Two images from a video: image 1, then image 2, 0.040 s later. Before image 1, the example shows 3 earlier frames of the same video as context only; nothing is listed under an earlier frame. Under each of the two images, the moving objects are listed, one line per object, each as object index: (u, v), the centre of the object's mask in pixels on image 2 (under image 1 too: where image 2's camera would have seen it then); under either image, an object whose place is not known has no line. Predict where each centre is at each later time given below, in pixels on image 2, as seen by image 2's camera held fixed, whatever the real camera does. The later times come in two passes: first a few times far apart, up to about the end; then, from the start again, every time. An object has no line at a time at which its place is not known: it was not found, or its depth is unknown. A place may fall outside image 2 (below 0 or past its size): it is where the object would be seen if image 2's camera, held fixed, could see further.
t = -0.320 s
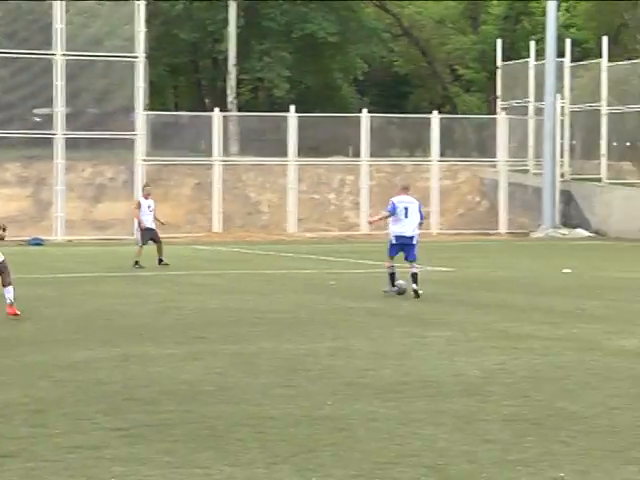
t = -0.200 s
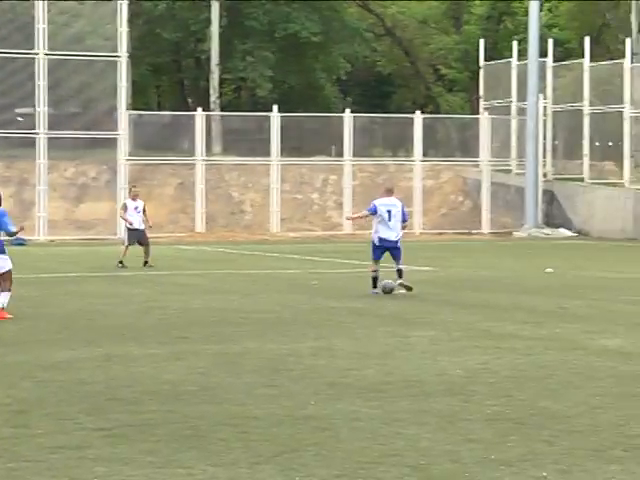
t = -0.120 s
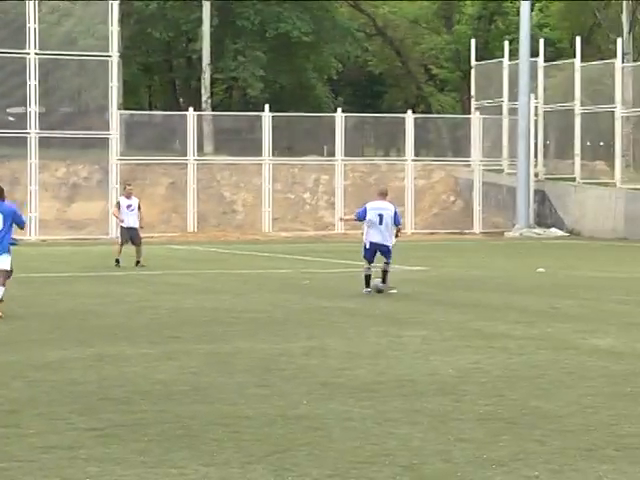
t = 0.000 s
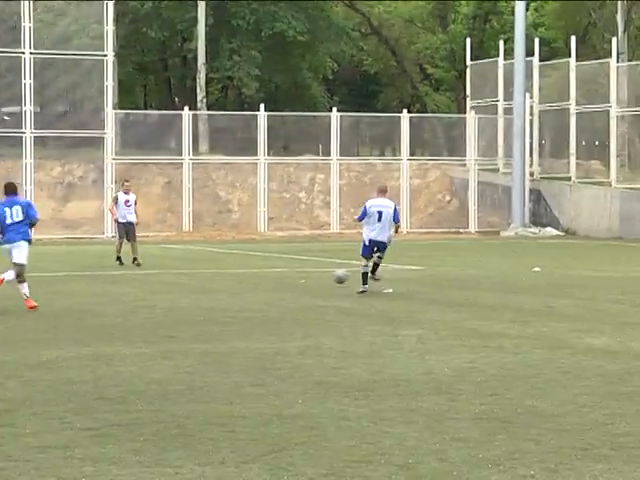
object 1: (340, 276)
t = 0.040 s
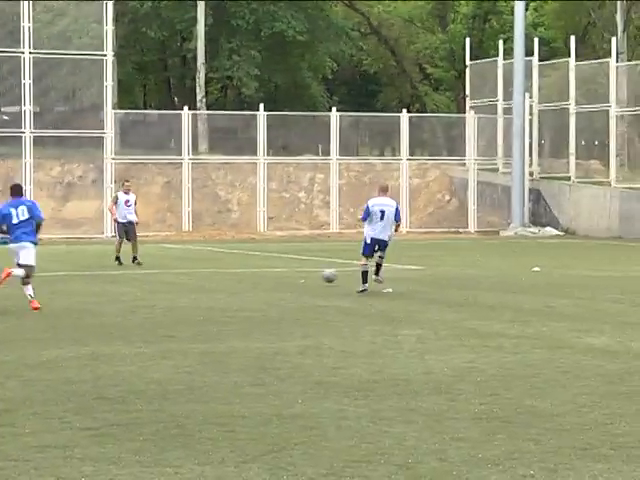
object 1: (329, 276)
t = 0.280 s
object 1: (278, 272)
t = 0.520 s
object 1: (244, 267)
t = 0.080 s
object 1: (319, 277)
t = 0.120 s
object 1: (309, 276)
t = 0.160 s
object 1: (301, 274)
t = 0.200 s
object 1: (293, 272)
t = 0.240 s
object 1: (285, 271)
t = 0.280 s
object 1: (278, 272)
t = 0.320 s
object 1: (271, 272)
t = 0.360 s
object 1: (265, 269)
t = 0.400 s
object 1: (259, 269)
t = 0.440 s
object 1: (254, 270)
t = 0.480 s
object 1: (249, 269)
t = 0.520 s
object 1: (244, 267)
